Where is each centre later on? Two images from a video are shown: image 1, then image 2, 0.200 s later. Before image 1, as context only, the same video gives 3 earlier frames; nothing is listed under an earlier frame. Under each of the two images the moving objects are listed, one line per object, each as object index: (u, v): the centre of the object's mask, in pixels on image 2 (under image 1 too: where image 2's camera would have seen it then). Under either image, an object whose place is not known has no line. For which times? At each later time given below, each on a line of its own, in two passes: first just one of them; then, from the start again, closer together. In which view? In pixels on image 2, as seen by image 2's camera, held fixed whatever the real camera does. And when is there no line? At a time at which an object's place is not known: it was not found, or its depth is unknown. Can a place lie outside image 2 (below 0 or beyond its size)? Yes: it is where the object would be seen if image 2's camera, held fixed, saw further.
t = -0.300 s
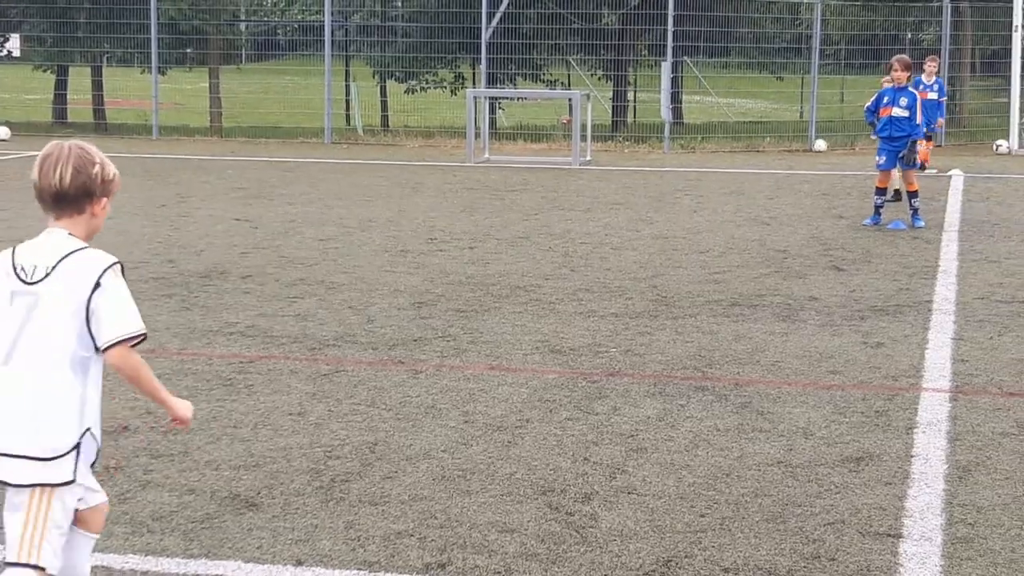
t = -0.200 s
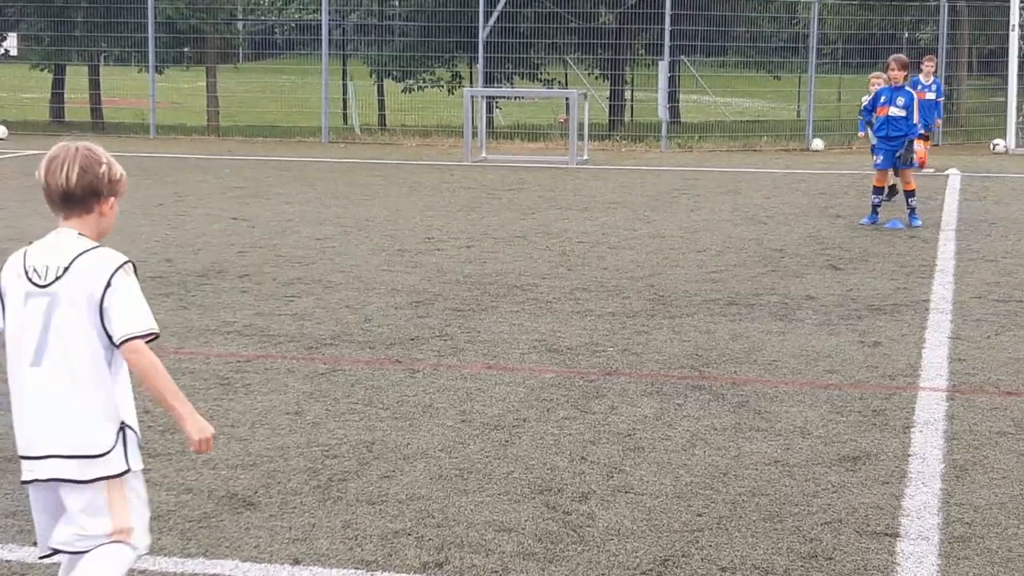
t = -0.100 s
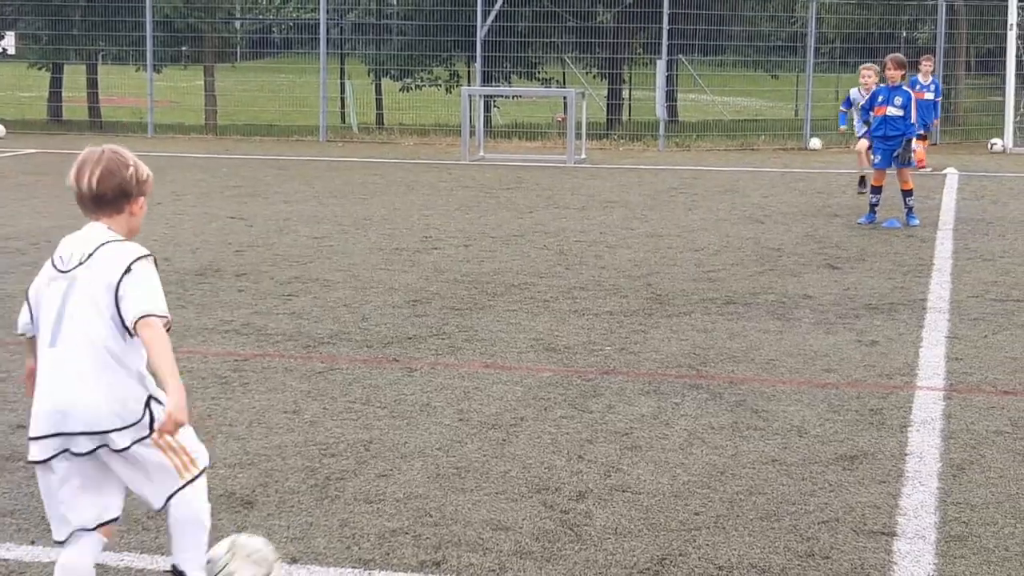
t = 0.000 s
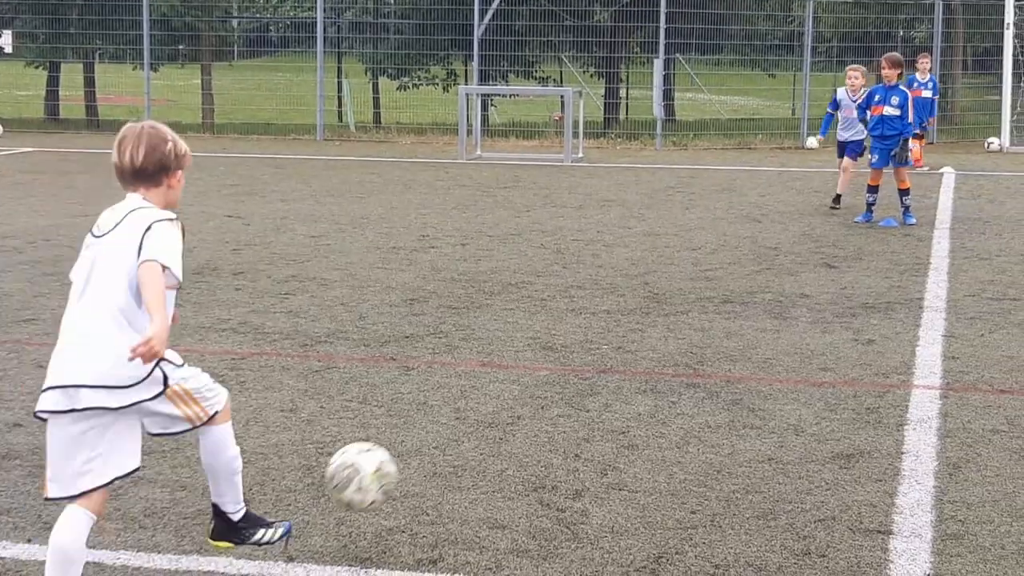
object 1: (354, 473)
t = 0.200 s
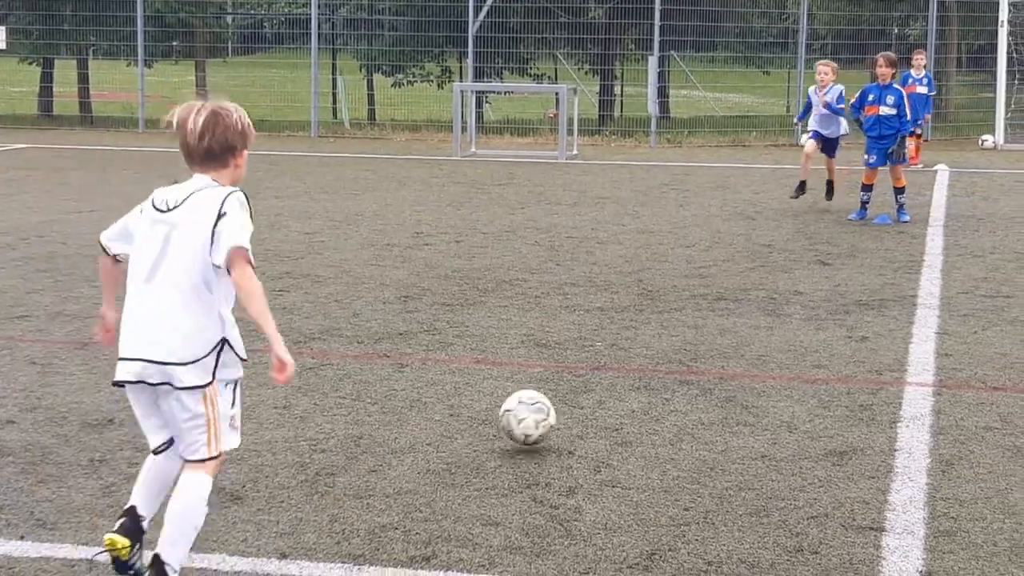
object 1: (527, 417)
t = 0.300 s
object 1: (580, 376)
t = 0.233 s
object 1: (548, 410)
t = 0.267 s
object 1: (565, 391)
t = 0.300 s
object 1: (580, 376)
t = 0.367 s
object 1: (610, 355)
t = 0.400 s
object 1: (622, 350)
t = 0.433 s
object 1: (636, 347)
